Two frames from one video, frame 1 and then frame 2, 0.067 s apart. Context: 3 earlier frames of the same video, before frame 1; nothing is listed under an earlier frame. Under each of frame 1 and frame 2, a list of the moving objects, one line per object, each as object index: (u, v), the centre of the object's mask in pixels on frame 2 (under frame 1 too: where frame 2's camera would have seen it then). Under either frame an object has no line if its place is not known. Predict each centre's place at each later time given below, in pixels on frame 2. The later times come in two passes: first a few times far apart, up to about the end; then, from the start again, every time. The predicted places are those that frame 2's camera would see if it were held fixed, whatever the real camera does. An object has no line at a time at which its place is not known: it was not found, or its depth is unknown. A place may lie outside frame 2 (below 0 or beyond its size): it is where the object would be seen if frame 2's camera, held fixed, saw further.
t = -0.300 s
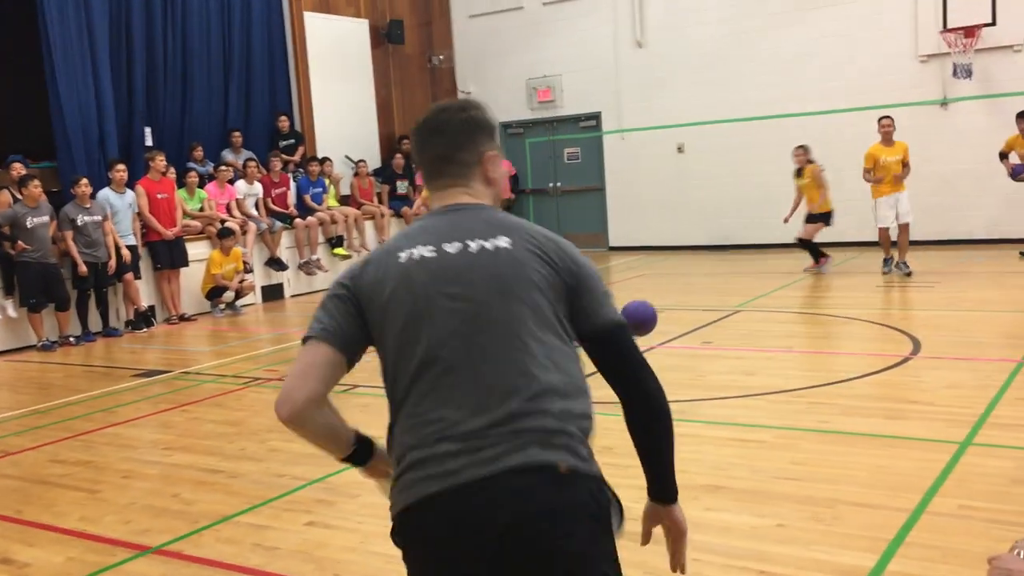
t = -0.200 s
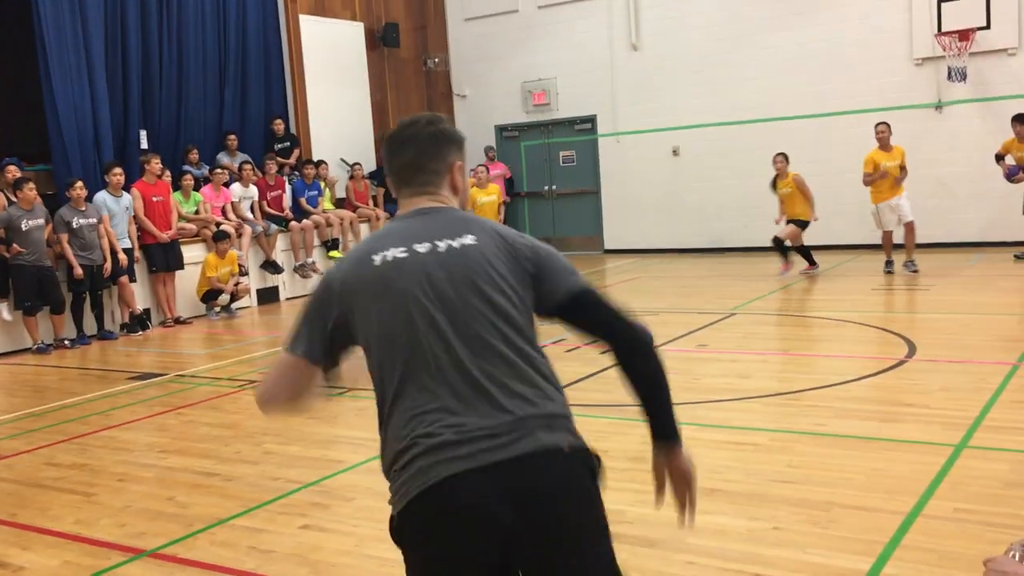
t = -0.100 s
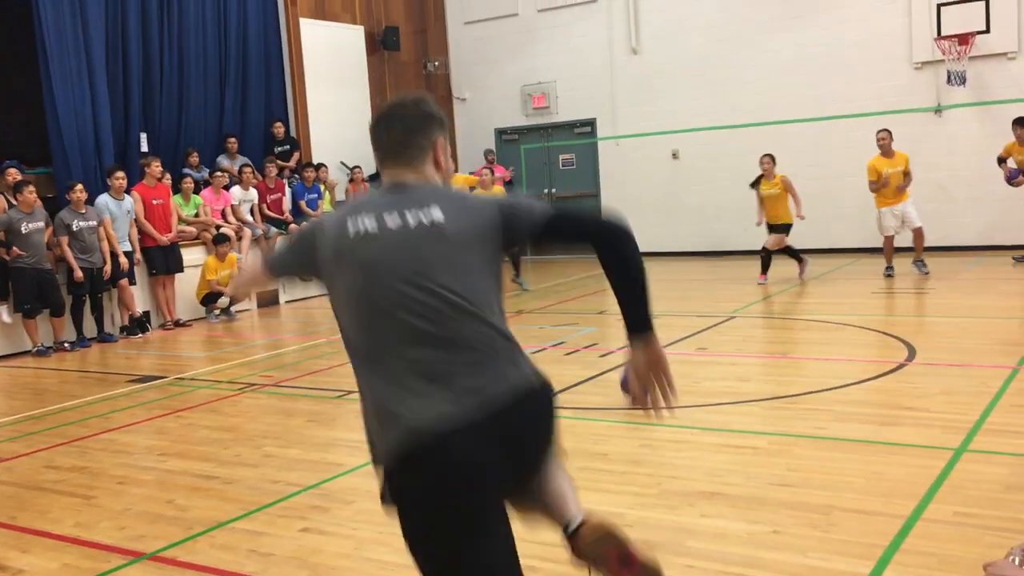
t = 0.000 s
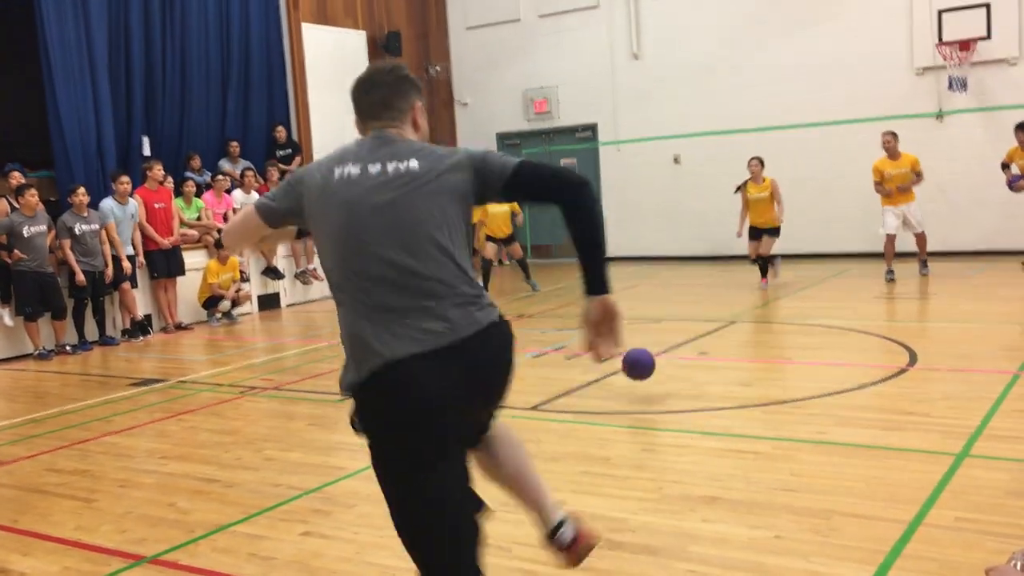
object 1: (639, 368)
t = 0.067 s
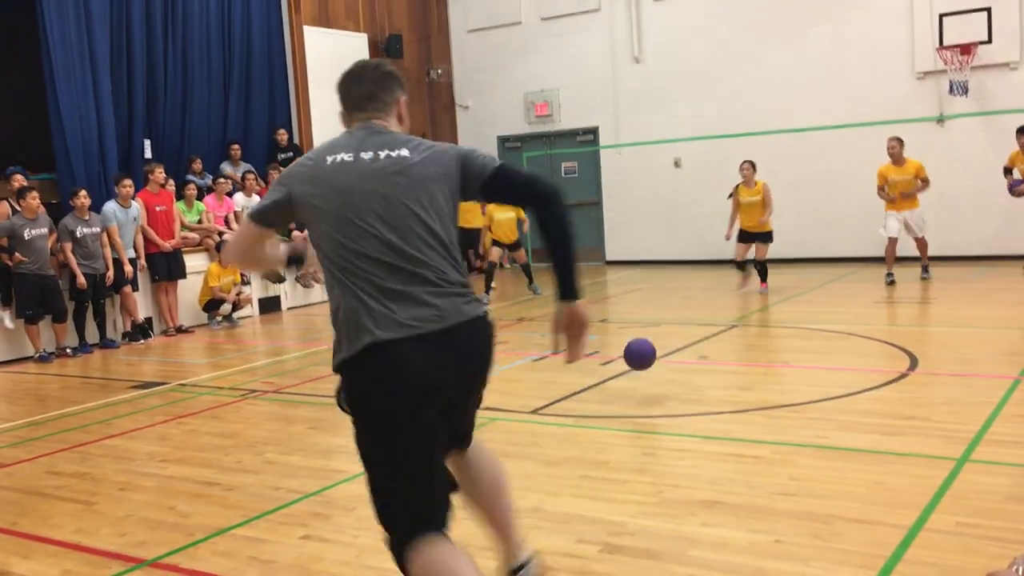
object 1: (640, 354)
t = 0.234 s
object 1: (643, 348)
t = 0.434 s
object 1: (646, 351)
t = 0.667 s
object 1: (647, 351)
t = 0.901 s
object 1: (649, 342)
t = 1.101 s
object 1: (649, 335)
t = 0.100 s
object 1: (640, 349)
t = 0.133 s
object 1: (641, 347)
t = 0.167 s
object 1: (641, 346)
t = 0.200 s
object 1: (642, 346)
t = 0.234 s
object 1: (643, 348)
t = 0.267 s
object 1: (644, 351)
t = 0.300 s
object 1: (645, 357)
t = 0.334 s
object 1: (646, 363)
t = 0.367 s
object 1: (646, 363)
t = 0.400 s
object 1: (646, 356)
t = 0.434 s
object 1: (646, 351)
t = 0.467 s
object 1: (646, 347)
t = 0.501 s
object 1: (646, 345)
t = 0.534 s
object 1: (646, 344)
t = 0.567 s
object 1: (646, 345)
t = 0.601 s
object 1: (646, 347)
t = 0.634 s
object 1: (647, 351)
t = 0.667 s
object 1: (647, 351)
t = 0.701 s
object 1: (647, 346)
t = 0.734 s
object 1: (647, 343)
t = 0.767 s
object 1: (648, 341)
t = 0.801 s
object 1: (648, 341)
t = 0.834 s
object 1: (649, 341)
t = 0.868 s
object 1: (649, 343)
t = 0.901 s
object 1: (649, 342)
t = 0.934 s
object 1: (649, 339)
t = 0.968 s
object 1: (649, 337)
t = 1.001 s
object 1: (649, 338)
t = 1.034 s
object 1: (649, 338)
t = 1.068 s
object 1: (649, 336)
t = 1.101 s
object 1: (649, 335)
